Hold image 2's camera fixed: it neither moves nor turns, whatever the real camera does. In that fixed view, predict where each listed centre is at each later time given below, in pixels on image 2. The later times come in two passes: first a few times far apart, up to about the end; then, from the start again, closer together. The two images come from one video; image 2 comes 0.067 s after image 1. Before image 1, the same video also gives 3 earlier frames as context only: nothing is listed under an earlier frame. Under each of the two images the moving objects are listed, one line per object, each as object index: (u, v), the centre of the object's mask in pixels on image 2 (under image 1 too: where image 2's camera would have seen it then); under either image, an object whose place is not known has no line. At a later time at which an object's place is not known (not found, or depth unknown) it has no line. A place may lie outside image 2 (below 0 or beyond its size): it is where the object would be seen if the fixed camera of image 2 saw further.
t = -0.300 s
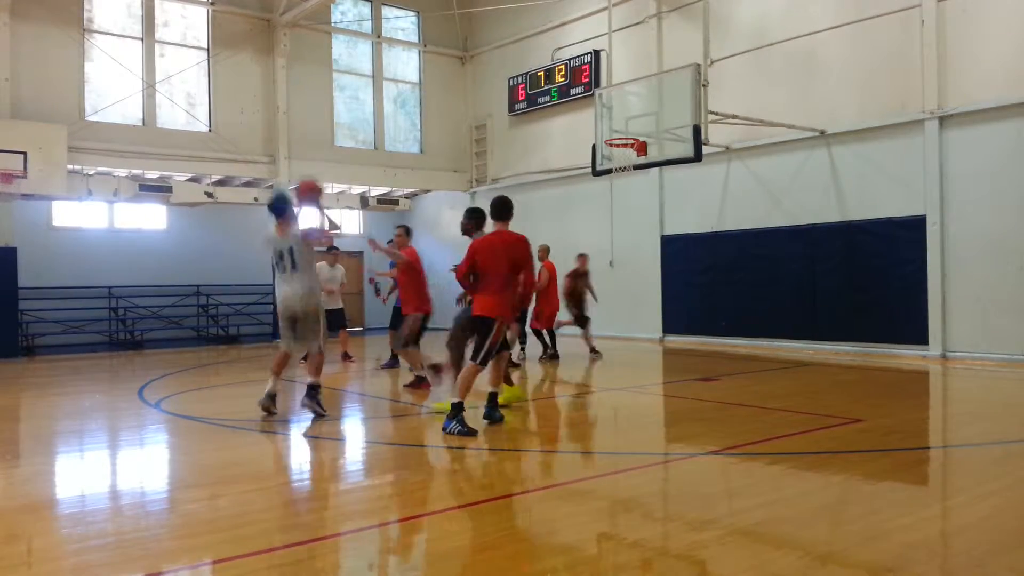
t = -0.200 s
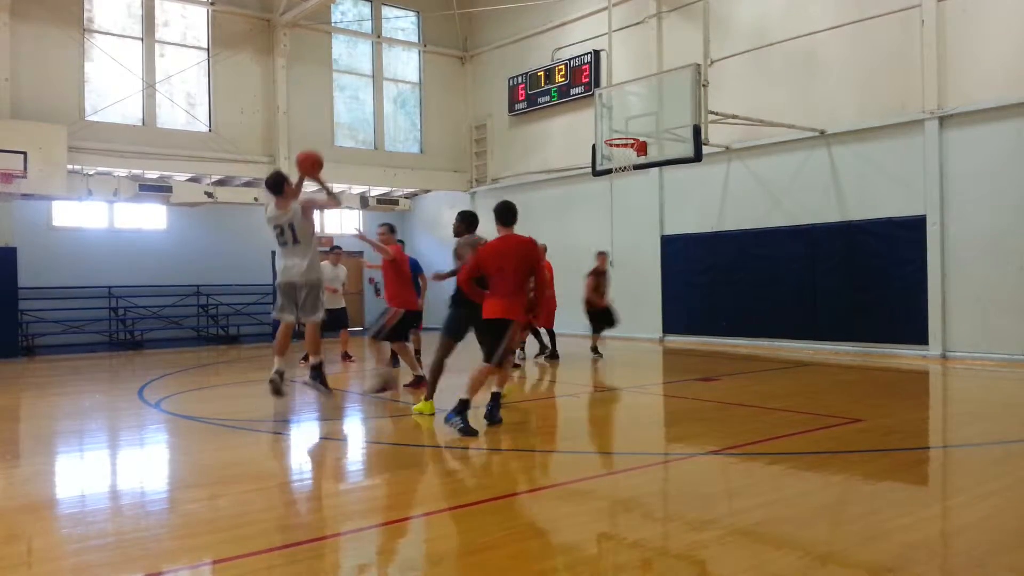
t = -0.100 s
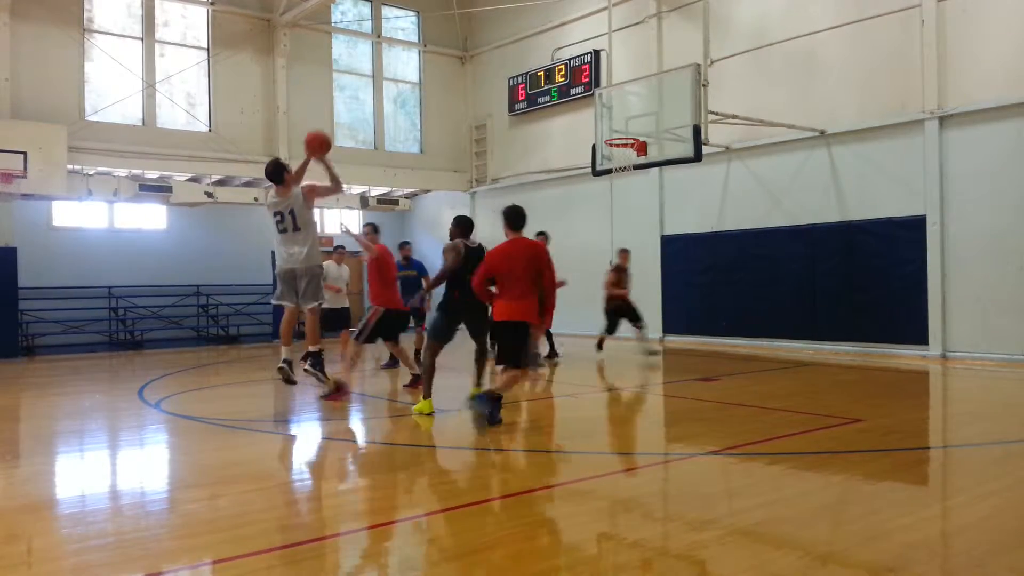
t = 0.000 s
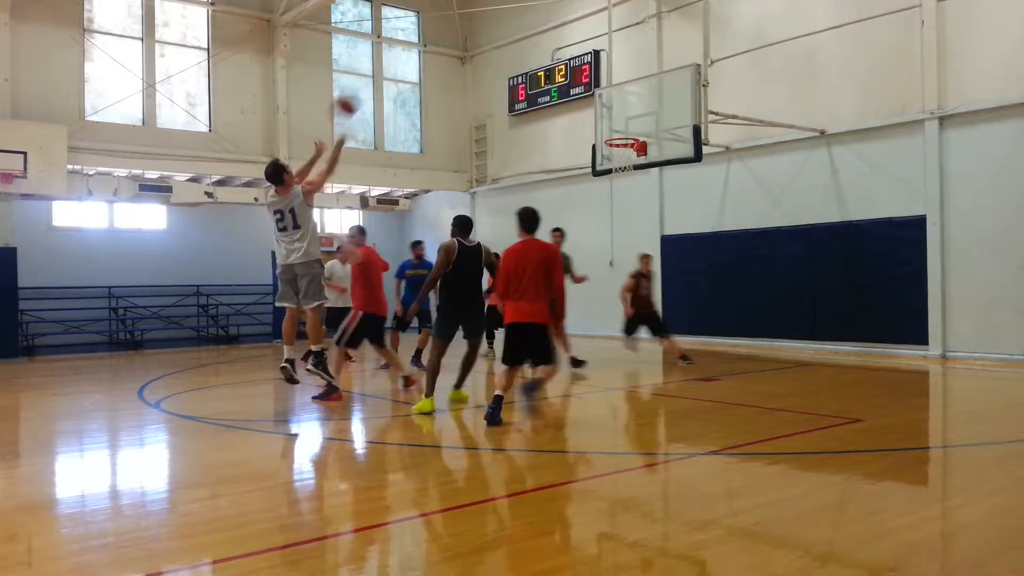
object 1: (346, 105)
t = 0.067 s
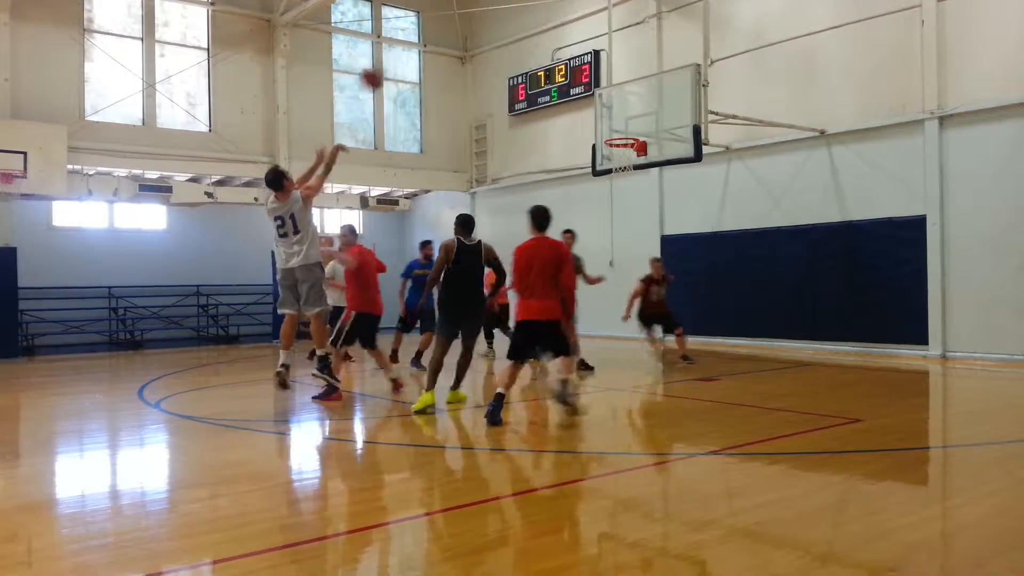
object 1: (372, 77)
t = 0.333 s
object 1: (460, 25)
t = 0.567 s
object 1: (524, 32)
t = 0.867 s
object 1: (592, 100)
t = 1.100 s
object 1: (632, 160)
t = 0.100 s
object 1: (383, 68)
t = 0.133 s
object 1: (395, 57)
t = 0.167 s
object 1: (408, 48)
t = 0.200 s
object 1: (419, 41)
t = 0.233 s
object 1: (430, 36)
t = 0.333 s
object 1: (460, 25)
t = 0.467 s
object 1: (498, 23)
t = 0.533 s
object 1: (515, 28)
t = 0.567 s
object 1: (524, 32)
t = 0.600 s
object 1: (532, 36)
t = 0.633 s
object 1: (540, 42)
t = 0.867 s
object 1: (592, 100)
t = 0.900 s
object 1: (597, 111)
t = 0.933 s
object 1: (604, 122)
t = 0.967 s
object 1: (609, 133)
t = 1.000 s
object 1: (616, 143)
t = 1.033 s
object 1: (623, 149)
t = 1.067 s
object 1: (628, 156)
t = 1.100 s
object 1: (632, 160)
